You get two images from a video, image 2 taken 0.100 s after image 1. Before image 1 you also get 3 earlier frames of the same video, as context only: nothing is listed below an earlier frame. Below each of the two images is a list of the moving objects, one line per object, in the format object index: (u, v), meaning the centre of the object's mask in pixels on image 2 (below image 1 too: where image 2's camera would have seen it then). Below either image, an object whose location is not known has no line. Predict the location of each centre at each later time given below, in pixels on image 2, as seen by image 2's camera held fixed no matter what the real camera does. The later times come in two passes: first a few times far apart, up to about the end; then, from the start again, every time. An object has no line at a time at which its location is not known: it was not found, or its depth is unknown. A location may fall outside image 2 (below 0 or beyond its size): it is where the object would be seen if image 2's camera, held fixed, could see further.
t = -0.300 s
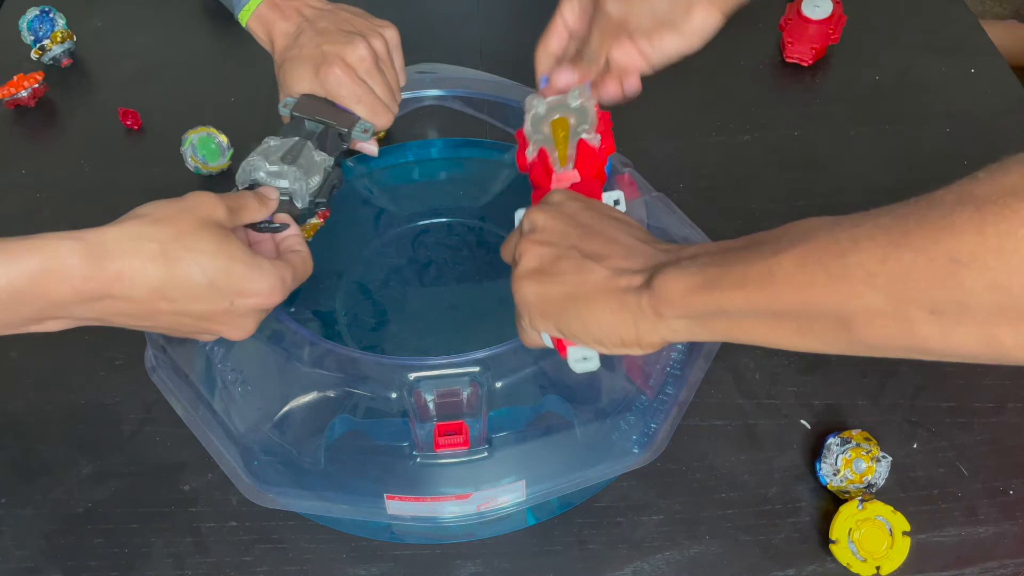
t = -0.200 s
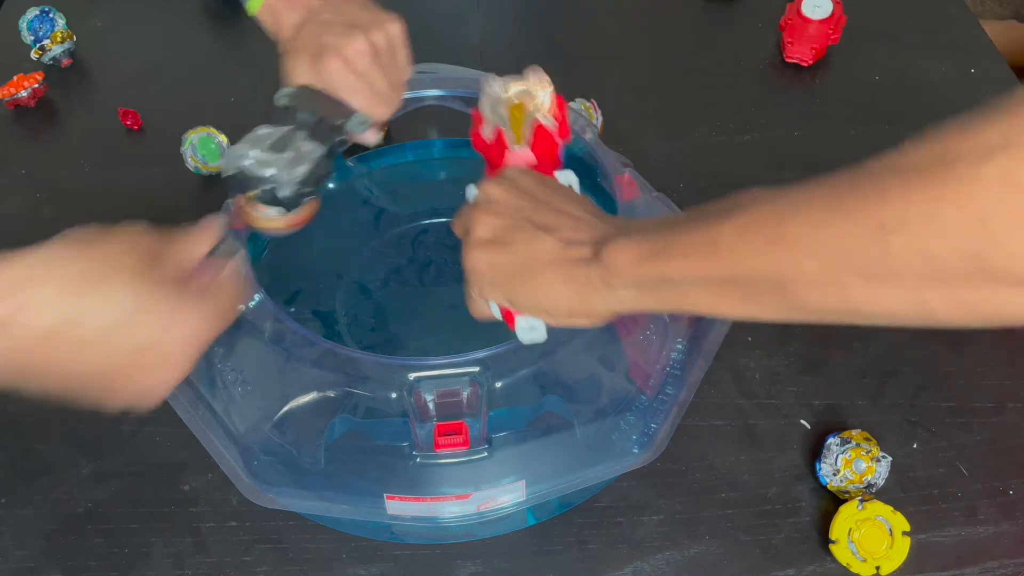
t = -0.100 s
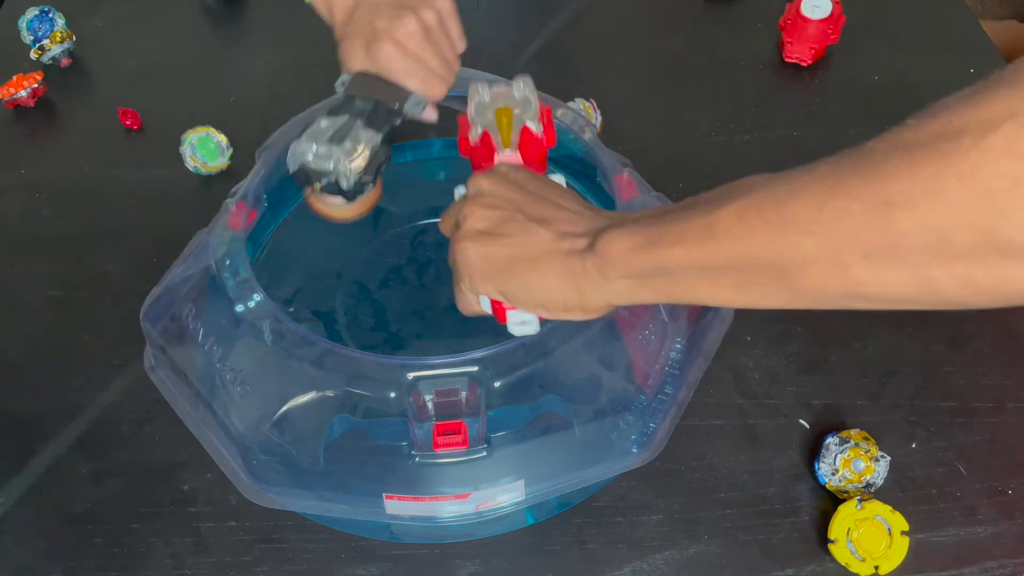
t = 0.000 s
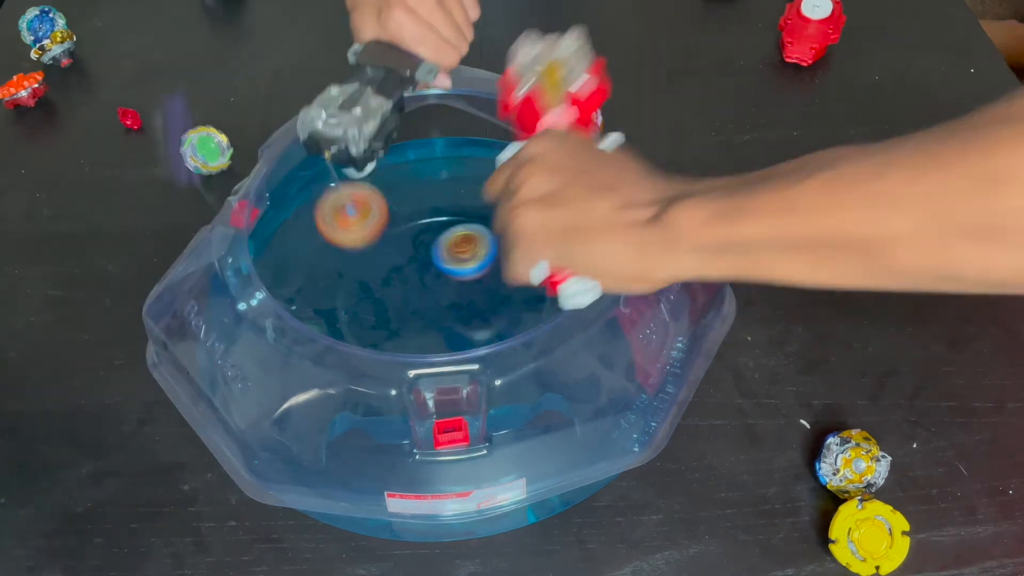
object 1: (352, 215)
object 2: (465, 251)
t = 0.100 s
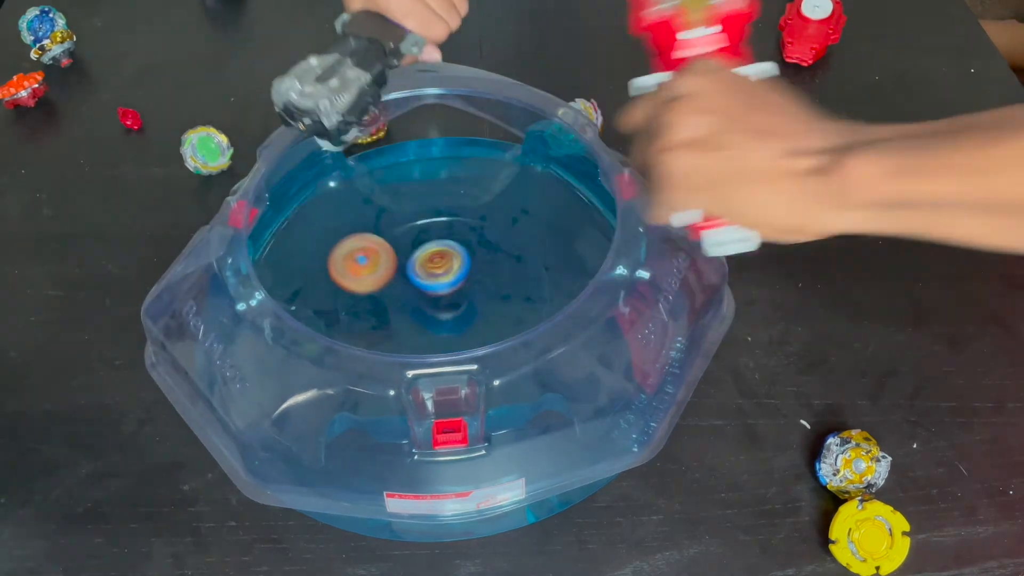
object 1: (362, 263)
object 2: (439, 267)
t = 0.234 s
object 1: (354, 258)
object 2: (451, 275)
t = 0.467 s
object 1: (421, 228)
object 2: (458, 311)
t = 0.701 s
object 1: (466, 248)
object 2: (487, 319)
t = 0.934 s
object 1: (446, 170)
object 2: (502, 351)
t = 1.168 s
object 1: (419, 152)
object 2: (454, 263)
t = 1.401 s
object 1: (389, 143)
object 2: (330, 262)
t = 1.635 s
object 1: (380, 143)
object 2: (277, 355)
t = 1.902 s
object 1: (380, 143)
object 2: (275, 399)
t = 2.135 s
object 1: (374, 146)
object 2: (289, 402)
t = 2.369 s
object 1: (375, 150)
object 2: (321, 379)
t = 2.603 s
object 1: (385, 162)
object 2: (372, 341)
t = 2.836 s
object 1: (401, 182)
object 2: (460, 285)
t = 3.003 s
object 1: (403, 189)
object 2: (467, 242)
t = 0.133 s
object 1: (355, 258)
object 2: (443, 267)
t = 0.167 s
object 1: (350, 260)
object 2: (446, 269)
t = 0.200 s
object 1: (350, 260)
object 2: (449, 272)
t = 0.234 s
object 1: (354, 258)
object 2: (451, 275)
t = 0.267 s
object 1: (360, 254)
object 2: (453, 279)
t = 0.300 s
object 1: (368, 248)
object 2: (453, 284)
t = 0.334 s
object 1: (378, 242)
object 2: (454, 289)
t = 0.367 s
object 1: (389, 237)
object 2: (455, 294)
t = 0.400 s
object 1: (400, 233)
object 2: (455, 300)
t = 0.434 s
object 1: (411, 230)
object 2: (456, 306)
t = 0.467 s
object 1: (421, 228)
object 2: (458, 311)
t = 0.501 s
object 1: (430, 229)
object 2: (462, 316)
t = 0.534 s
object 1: (439, 231)
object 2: (467, 319)
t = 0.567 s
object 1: (448, 235)
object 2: (472, 319)
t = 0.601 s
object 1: (455, 242)
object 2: (477, 317)
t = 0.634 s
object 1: (462, 249)
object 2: (481, 315)
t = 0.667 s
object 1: (466, 257)
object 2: (484, 311)
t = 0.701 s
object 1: (466, 248)
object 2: (487, 319)
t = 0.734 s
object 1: (463, 224)
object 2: (493, 344)
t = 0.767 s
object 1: (459, 204)
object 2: (496, 360)
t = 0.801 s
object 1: (457, 191)
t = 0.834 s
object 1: (455, 184)
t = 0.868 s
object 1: (453, 178)
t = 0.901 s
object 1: (450, 174)
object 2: (504, 366)
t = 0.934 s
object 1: (446, 170)
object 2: (502, 351)
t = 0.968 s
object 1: (443, 166)
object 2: (499, 335)
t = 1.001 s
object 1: (439, 163)
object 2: (497, 320)
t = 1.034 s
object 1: (435, 161)
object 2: (494, 308)
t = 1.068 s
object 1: (431, 158)
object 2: (487, 294)
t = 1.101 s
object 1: (427, 156)
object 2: (479, 282)
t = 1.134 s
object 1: (423, 154)
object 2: (467, 271)
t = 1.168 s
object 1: (419, 152)
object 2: (454, 263)
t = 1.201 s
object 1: (414, 150)
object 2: (438, 256)
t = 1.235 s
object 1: (410, 149)
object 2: (420, 252)
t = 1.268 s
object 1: (406, 147)
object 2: (401, 249)
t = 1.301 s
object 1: (402, 146)
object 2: (381, 249)
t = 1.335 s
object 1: (398, 145)
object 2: (362, 251)
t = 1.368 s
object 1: (393, 144)
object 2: (344, 255)
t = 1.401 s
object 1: (389, 143)
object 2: (330, 262)
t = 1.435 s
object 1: (385, 142)
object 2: (317, 272)
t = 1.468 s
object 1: (380, 141)
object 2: (307, 285)
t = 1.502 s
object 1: (379, 141)
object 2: (300, 302)
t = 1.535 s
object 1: (379, 142)
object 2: (293, 316)
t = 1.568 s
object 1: (381, 143)
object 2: (287, 332)
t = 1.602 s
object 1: (381, 143)
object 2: (282, 345)
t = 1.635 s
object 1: (380, 143)
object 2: (277, 355)
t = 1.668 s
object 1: (379, 144)
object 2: (276, 364)
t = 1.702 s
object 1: (376, 144)
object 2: (273, 372)
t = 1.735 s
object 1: (374, 144)
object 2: (272, 378)
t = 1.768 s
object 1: (372, 144)
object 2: (271, 385)
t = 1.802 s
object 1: (374, 143)
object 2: (271, 389)
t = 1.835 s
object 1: (376, 143)
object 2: (272, 393)
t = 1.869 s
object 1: (379, 143)
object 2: (274, 396)
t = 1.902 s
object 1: (380, 143)
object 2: (275, 399)
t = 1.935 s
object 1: (380, 143)
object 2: (276, 402)
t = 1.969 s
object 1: (379, 144)
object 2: (278, 403)
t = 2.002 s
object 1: (377, 145)
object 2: (280, 404)
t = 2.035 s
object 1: (374, 146)
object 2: (282, 404)
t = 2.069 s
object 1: (374, 146)
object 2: (284, 404)
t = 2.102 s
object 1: (375, 146)
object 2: (287, 404)
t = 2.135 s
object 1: (374, 146)
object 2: (289, 402)
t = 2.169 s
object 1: (374, 147)
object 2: (292, 401)
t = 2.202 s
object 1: (374, 146)
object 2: (296, 398)
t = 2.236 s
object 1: (374, 147)
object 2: (300, 396)
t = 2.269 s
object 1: (374, 147)
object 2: (305, 392)
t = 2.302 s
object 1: (375, 148)
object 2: (310, 388)
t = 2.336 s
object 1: (375, 148)
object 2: (316, 383)
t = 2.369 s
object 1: (375, 150)
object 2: (321, 379)
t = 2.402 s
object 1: (376, 151)
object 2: (326, 374)
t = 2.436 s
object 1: (377, 152)
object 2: (333, 368)
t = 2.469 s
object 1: (378, 154)
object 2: (339, 363)
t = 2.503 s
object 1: (379, 156)
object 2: (345, 357)
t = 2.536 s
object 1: (381, 157)
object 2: (351, 350)
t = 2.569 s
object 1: (383, 160)
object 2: (359, 345)
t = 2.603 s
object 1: (385, 162)
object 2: (372, 341)
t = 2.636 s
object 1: (387, 164)
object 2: (388, 333)
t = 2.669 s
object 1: (389, 167)
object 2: (403, 329)
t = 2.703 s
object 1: (391, 170)
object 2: (417, 324)
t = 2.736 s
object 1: (393, 173)
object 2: (431, 315)
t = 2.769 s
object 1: (396, 176)
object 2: (444, 306)
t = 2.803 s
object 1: (398, 179)
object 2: (454, 296)
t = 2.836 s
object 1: (401, 182)
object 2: (460, 285)
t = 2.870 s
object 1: (403, 186)
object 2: (464, 274)
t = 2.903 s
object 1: (405, 189)
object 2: (465, 263)
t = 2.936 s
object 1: (408, 193)
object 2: (464, 252)
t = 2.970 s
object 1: (412, 198)
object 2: (460, 242)
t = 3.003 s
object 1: (403, 189)
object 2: (467, 242)
